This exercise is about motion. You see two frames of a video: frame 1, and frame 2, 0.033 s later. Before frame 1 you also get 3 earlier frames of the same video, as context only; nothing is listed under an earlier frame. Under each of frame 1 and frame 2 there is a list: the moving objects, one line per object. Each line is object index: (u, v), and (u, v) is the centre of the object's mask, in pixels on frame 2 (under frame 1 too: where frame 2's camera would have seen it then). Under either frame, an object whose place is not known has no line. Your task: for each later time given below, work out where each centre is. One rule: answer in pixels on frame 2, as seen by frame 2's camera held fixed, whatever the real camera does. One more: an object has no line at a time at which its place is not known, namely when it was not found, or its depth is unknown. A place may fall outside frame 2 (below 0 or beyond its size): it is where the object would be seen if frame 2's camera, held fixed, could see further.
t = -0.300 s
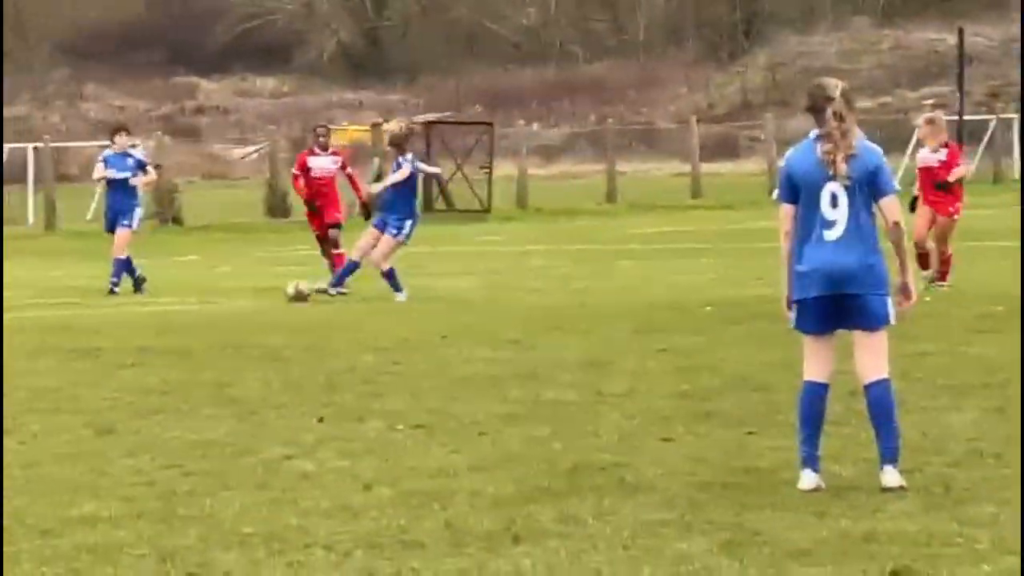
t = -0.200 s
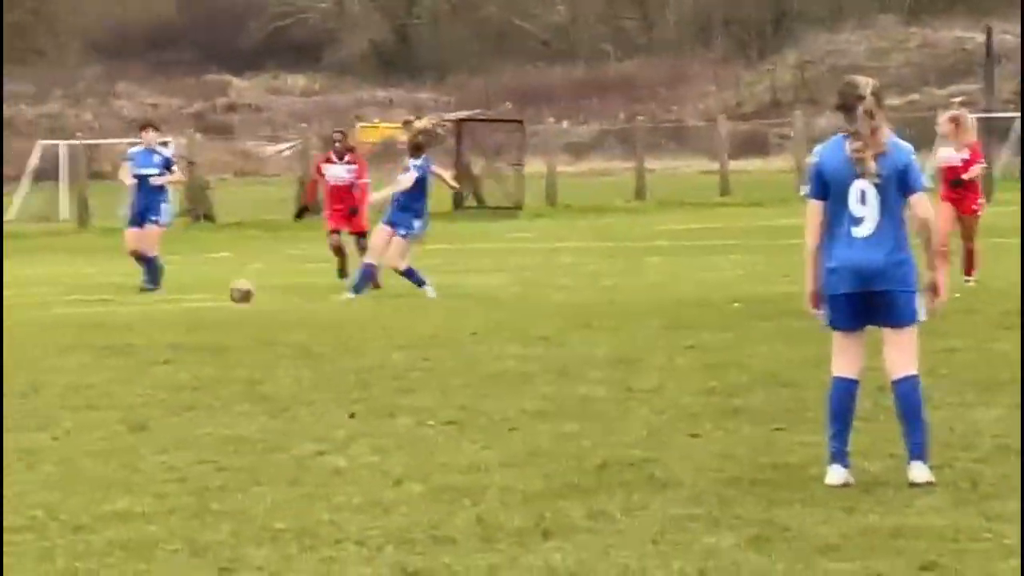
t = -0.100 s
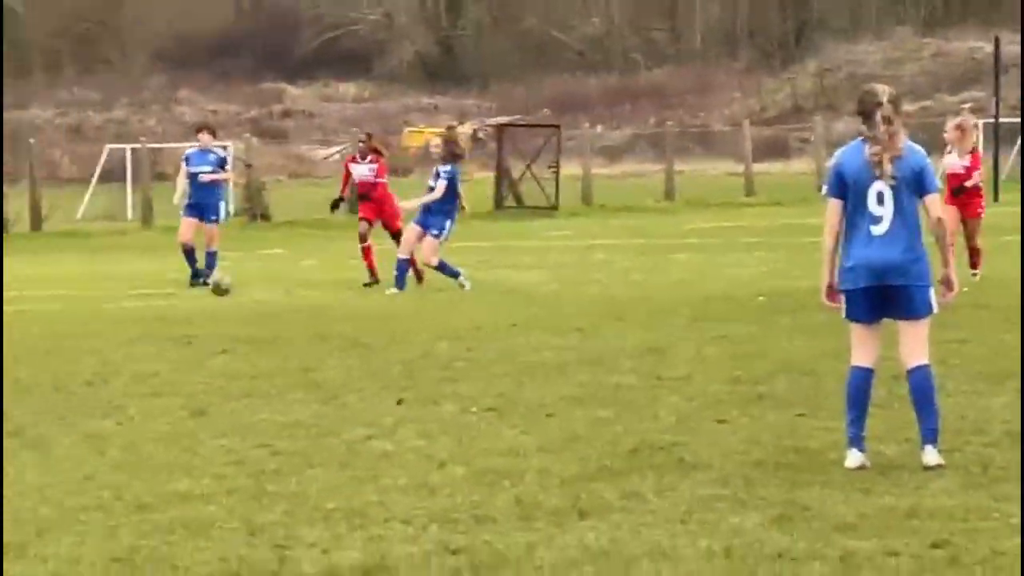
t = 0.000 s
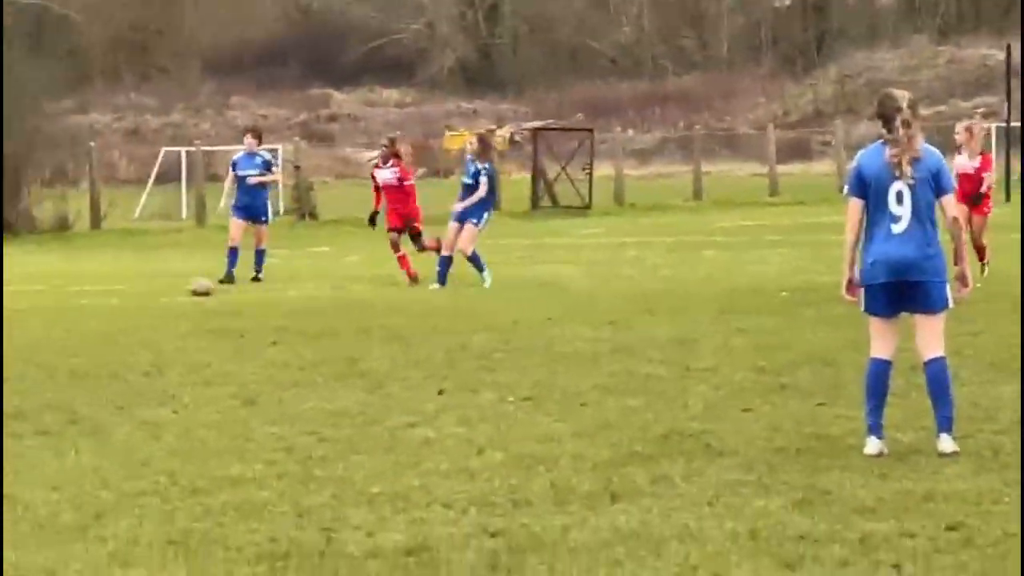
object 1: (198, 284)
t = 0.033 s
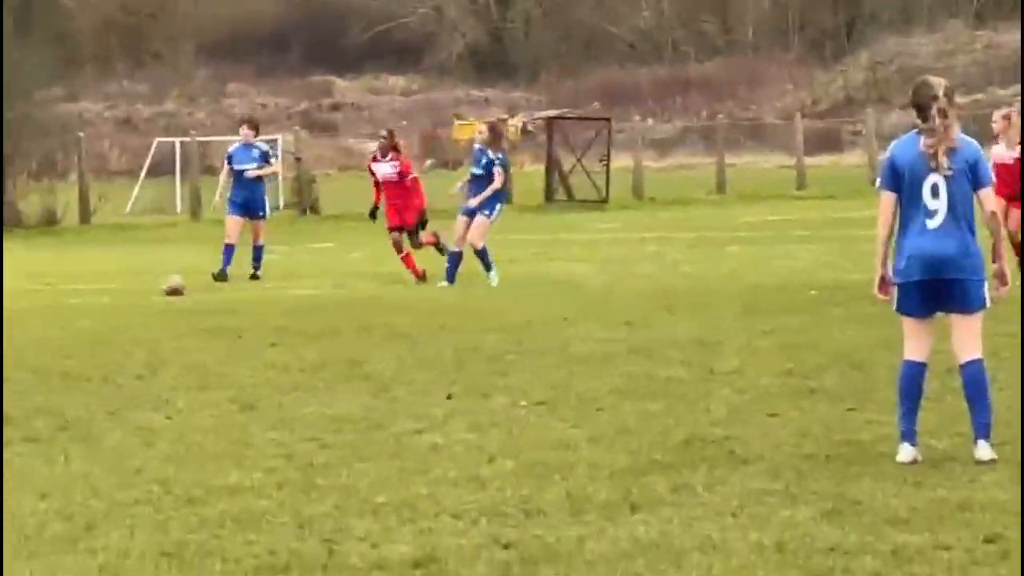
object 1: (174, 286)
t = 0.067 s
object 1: (155, 286)
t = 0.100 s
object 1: (133, 288)
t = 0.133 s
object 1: (114, 288)
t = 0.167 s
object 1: (93, 288)
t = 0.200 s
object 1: (80, 289)
